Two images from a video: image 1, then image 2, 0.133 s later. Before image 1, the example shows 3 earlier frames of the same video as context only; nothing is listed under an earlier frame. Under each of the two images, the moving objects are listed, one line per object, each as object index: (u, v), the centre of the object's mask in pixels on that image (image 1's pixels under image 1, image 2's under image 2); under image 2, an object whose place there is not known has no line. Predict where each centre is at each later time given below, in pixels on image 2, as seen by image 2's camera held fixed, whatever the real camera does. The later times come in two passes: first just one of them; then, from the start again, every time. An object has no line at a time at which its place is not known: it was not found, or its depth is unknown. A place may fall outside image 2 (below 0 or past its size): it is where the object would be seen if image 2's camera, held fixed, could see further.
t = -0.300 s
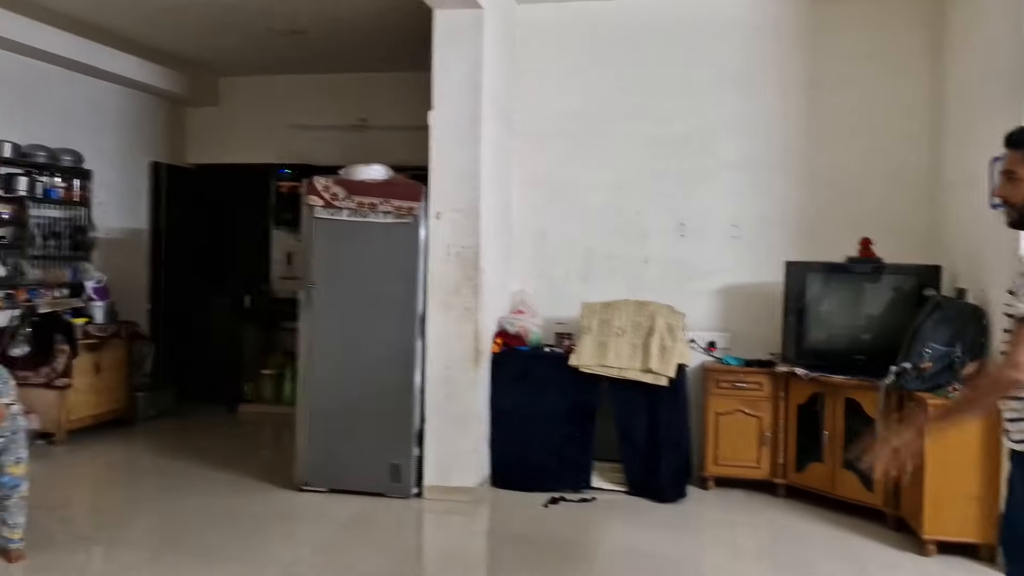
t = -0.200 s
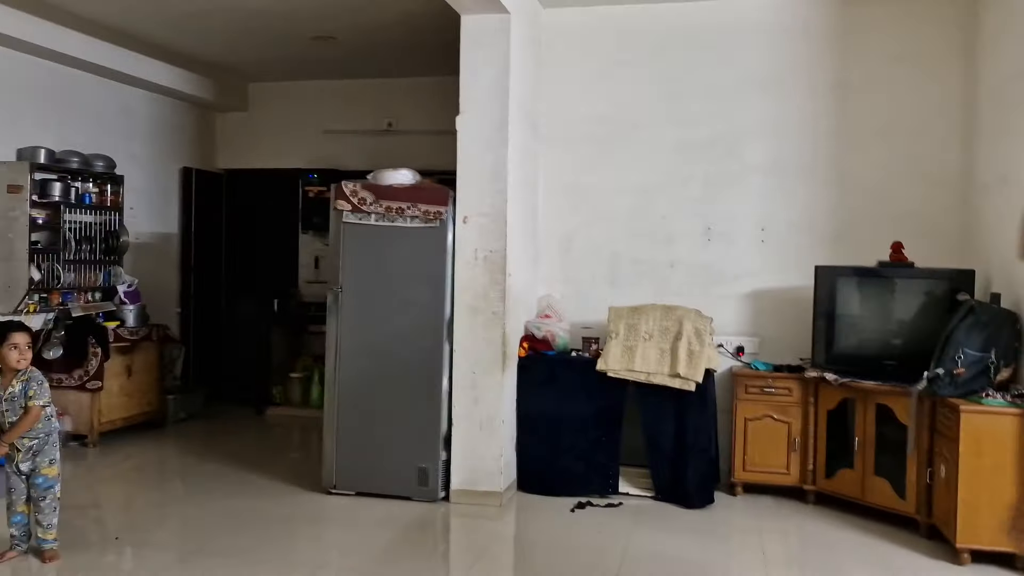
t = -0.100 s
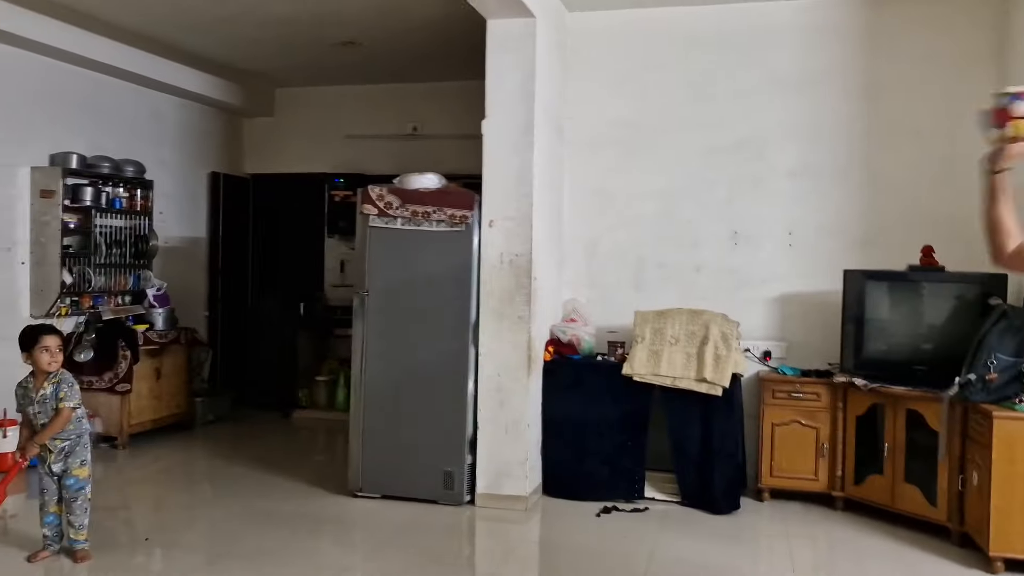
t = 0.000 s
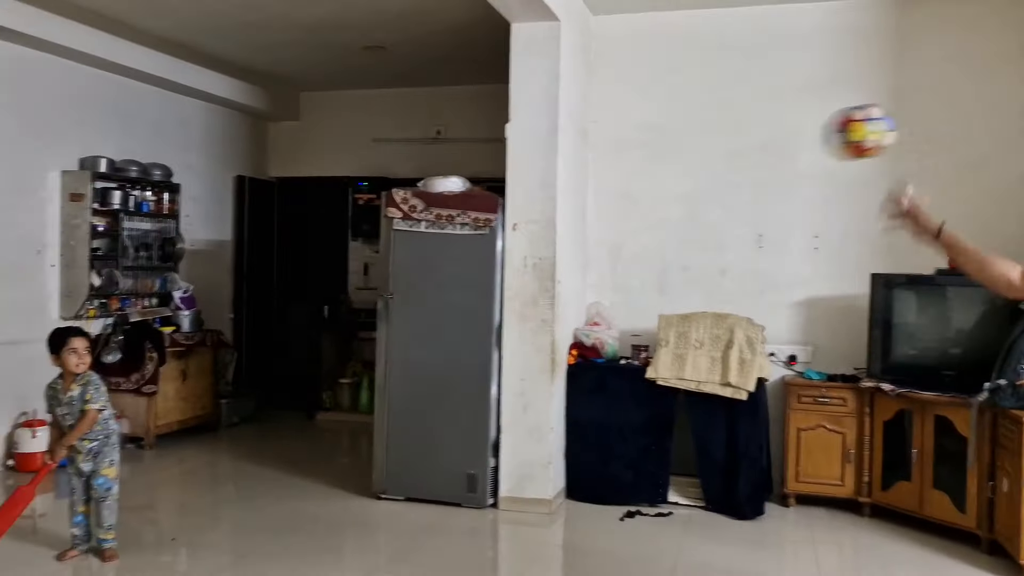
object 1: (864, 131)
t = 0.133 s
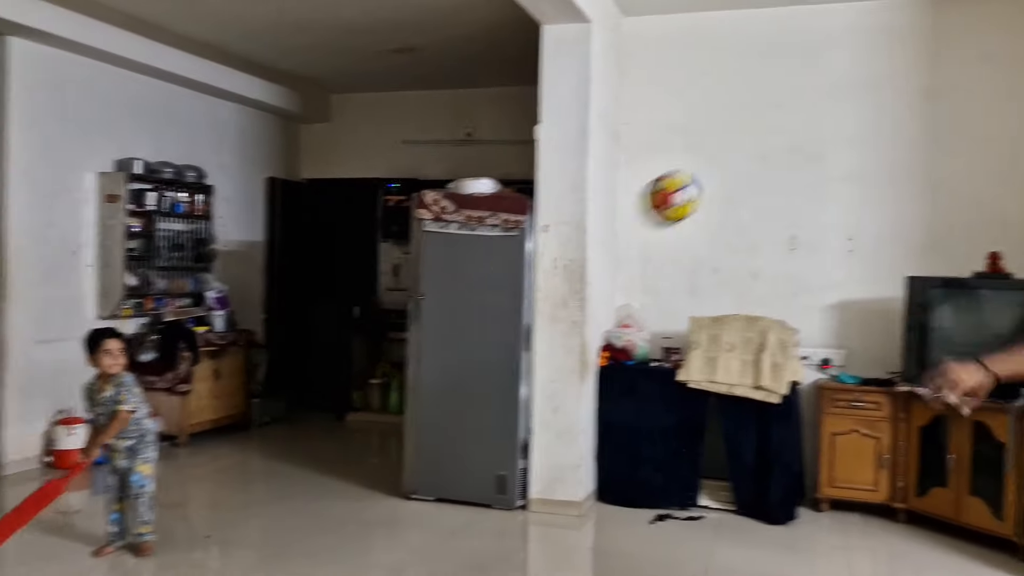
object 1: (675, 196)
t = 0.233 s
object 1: (531, 269)
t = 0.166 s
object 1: (622, 220)
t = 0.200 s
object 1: (577, 243)
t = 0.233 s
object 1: (531, 269)
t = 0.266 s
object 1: (488, 295)
